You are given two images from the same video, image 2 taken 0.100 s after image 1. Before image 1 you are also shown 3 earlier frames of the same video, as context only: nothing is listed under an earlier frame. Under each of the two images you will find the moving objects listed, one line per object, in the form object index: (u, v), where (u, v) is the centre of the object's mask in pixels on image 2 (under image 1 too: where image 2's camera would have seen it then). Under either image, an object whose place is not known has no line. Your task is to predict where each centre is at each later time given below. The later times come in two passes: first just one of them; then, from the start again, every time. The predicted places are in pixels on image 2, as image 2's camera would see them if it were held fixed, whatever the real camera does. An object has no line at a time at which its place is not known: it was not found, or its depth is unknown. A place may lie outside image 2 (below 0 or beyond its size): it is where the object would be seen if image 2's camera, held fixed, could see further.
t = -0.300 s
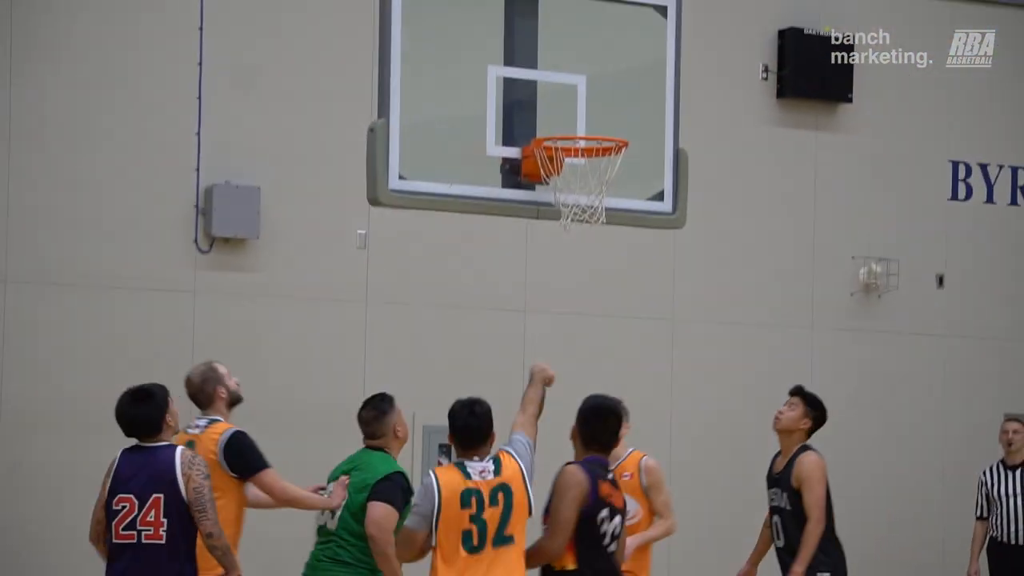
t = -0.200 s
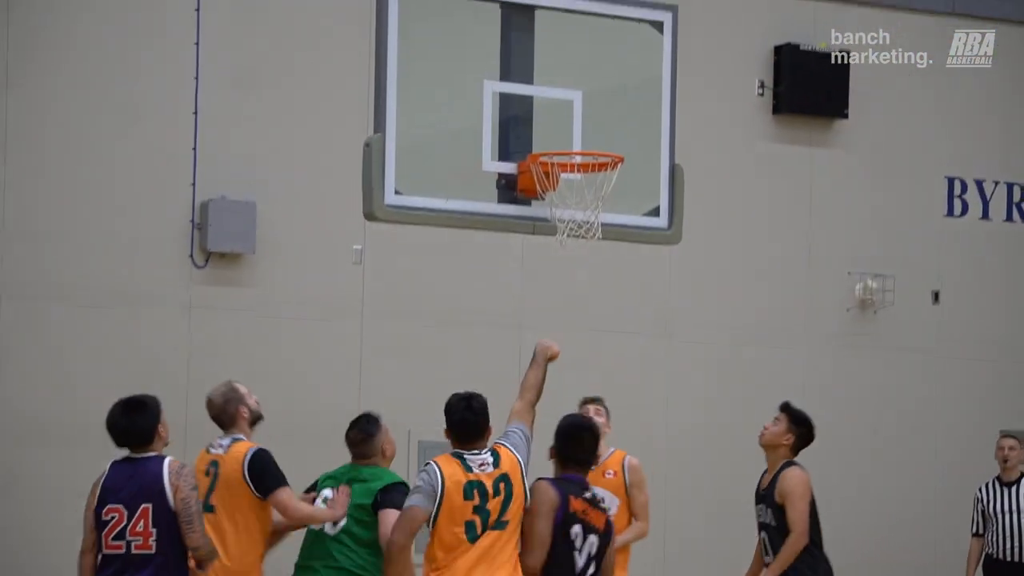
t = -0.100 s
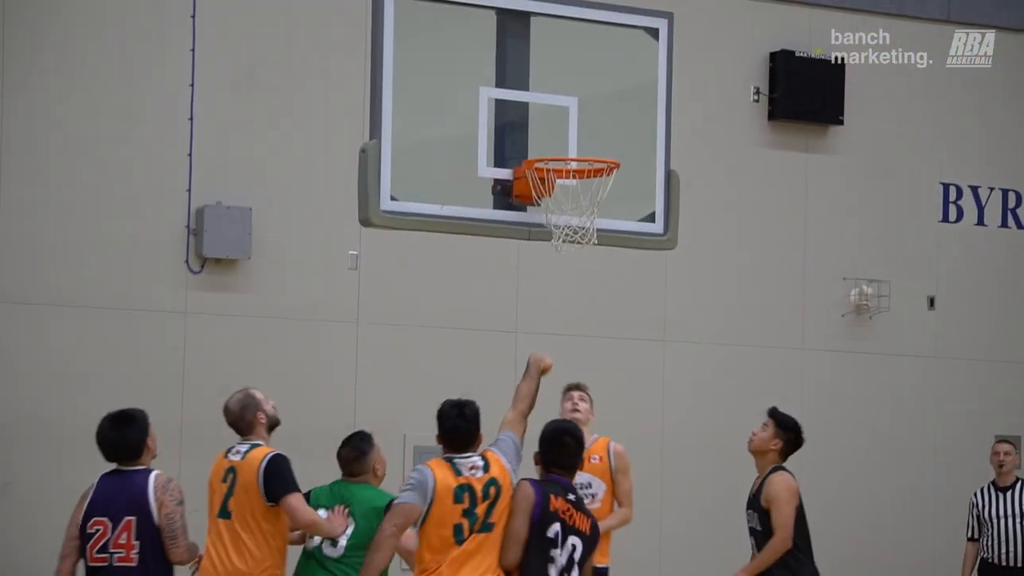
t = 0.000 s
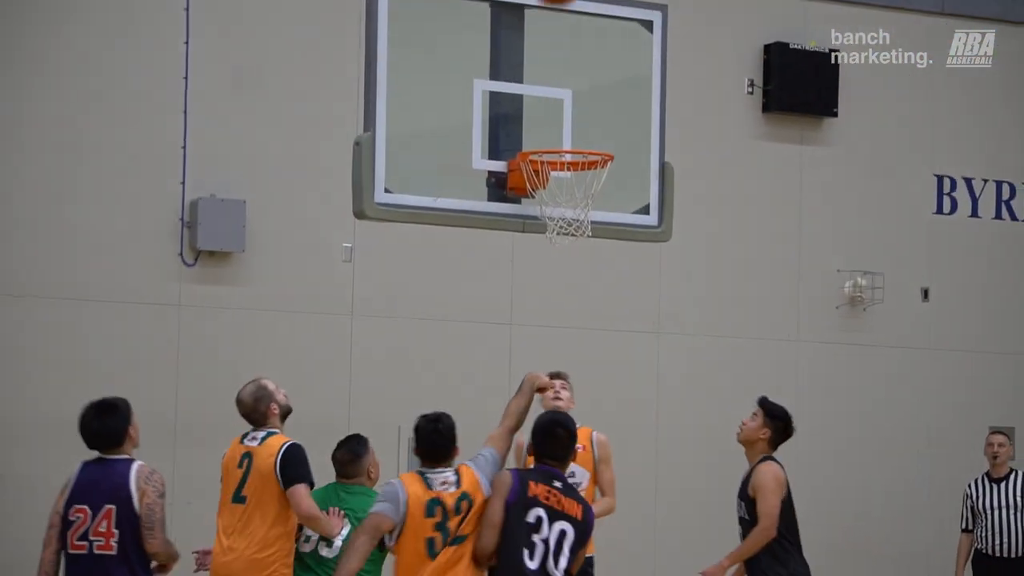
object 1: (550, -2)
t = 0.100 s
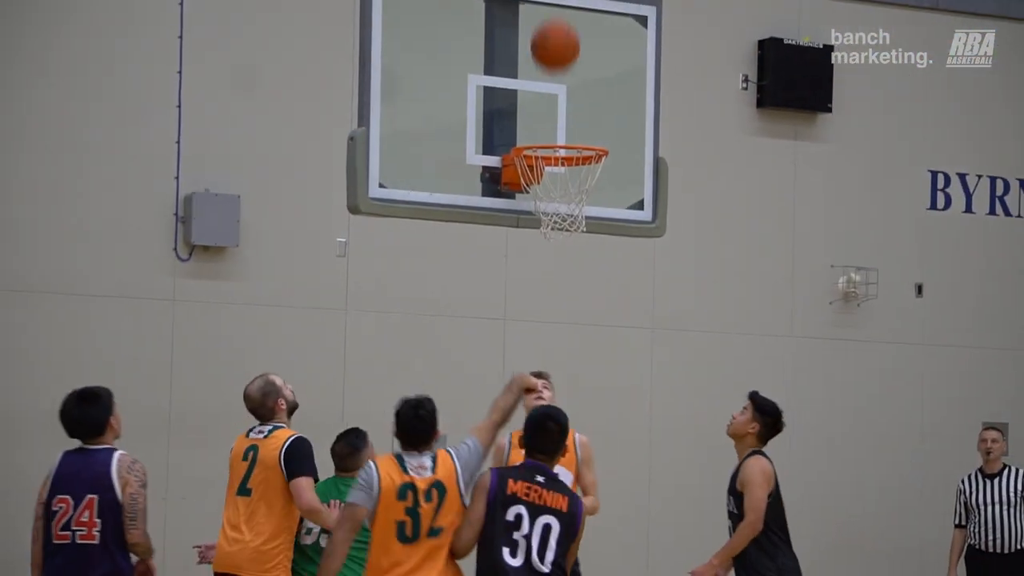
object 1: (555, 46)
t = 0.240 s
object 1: (558, 141)
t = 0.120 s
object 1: (556, 61)
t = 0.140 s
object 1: (557, 78)
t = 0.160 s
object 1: (558, 95)
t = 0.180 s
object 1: (558, 113)
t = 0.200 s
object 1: (559, 127)
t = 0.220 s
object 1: (559, 133)
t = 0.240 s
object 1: (558, 141)
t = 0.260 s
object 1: (558, 147)
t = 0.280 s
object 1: (558, 154)
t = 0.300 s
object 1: (559, 162)
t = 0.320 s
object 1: (556, 167)
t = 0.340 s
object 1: (555, 169)
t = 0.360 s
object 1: (555, 172)
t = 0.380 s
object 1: (554, 177)
